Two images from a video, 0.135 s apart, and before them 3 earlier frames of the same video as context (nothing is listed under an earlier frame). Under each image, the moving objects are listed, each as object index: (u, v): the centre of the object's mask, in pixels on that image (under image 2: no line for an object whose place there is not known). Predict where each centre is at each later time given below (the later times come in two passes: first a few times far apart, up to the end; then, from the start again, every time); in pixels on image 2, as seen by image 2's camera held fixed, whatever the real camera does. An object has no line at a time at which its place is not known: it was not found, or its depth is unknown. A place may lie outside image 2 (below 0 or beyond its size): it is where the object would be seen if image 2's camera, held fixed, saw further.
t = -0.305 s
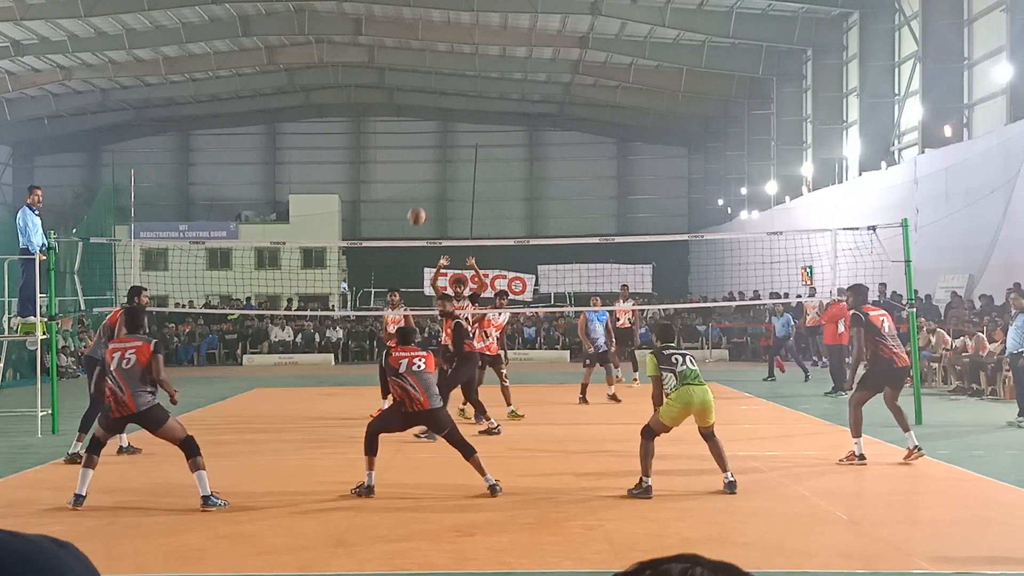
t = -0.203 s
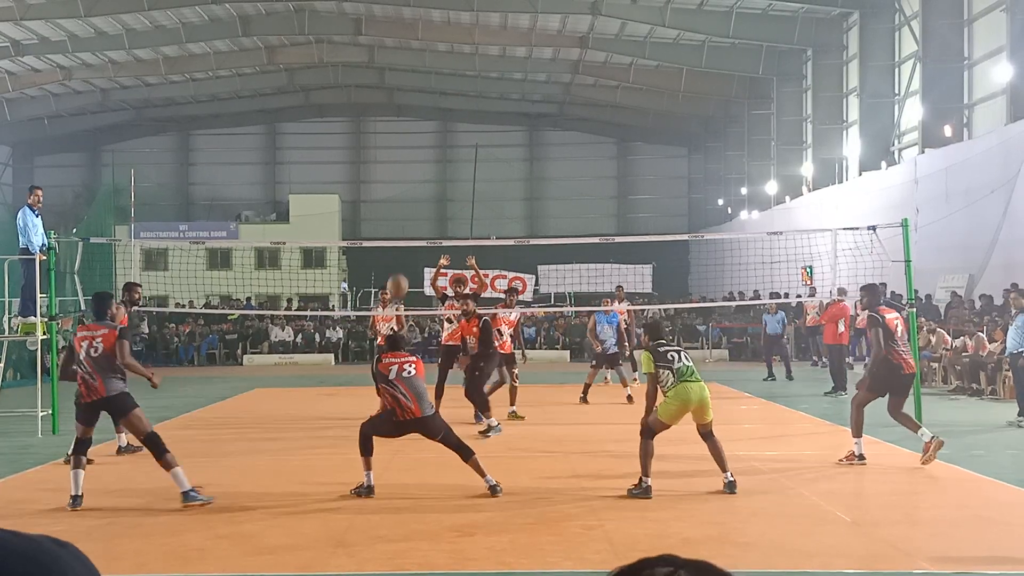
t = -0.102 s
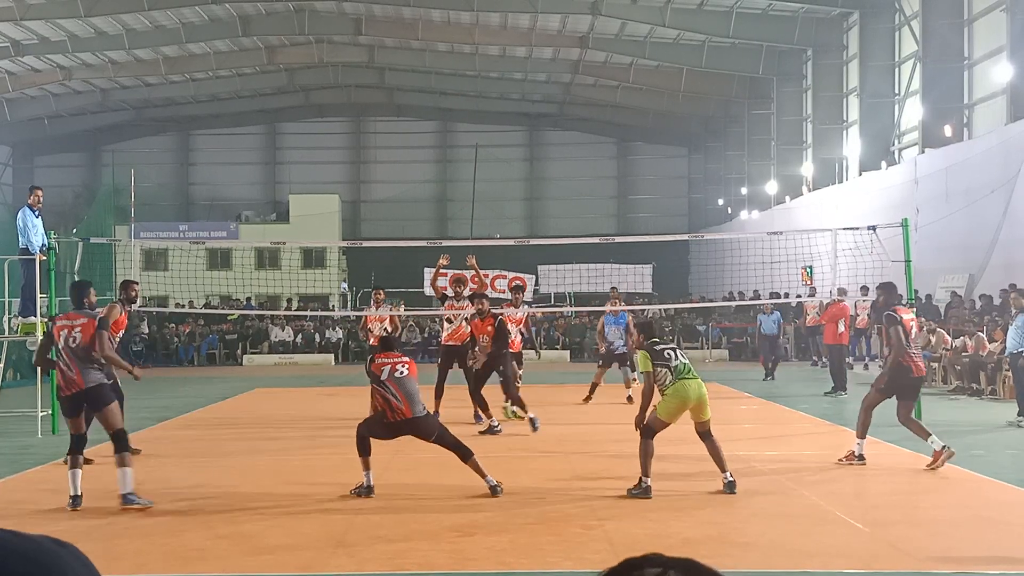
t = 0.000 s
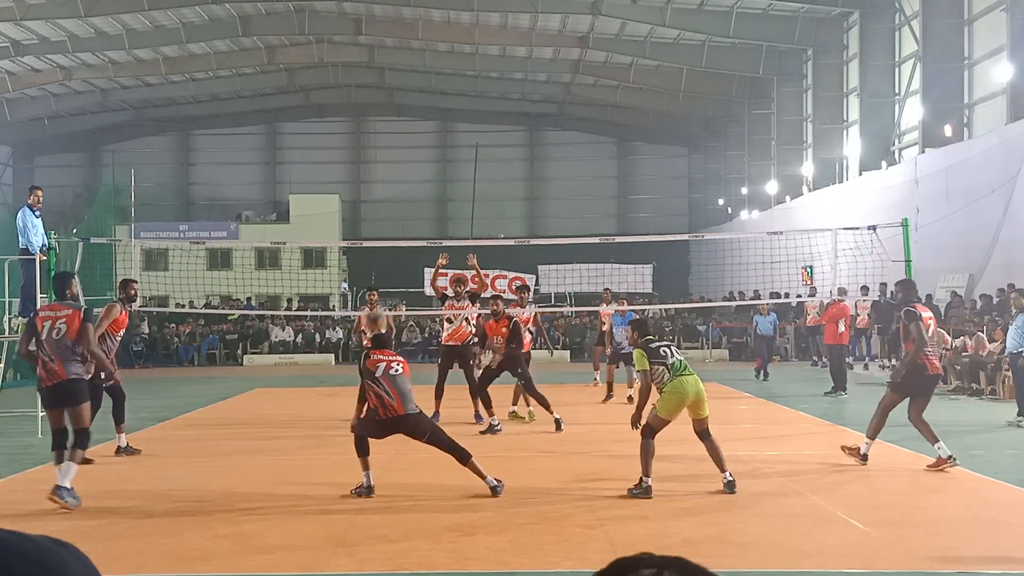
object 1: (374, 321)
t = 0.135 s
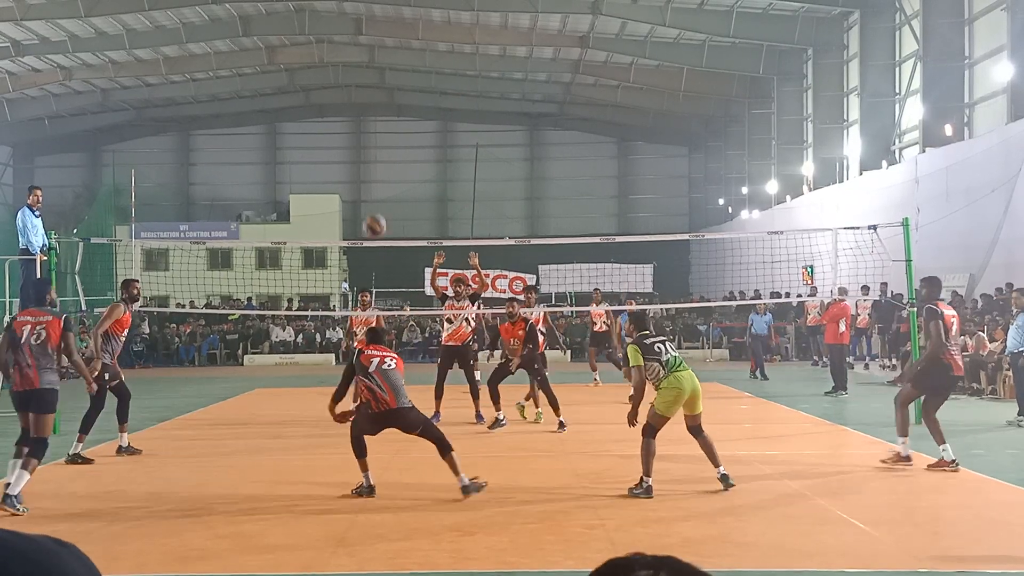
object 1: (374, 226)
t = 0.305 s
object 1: (374, 142)
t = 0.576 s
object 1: (377, 75)
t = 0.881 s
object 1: (379, 82)
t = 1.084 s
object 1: (382, 126)
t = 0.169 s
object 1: (375, 206)
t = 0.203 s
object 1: (374, 189)
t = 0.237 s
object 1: (374, 171)
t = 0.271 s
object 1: (374, 155)
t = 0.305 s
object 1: (374, 142)
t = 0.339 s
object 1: (374, 129)
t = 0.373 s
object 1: (375, 118)
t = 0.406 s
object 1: (375, 108)
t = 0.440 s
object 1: (375, 98)
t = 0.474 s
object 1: (375, 91)
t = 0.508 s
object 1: (376, 84)
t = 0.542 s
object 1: (376, 79)
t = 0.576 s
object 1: (377, 75)
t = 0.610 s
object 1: (376, 72)
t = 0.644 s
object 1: (377, 69)
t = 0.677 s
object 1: (377, 68)
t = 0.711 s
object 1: (377, 68)
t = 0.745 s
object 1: (377, 68)
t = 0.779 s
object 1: (378, 71)
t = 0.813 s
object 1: (378, 74)
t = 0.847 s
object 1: (378, 77)
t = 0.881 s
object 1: (379, 82)
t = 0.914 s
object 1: (379, 87)
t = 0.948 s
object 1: (379, 93)
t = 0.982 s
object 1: (380, 101)
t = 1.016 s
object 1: (380, 109)
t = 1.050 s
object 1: (381, 117)
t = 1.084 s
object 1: (382, 126)
